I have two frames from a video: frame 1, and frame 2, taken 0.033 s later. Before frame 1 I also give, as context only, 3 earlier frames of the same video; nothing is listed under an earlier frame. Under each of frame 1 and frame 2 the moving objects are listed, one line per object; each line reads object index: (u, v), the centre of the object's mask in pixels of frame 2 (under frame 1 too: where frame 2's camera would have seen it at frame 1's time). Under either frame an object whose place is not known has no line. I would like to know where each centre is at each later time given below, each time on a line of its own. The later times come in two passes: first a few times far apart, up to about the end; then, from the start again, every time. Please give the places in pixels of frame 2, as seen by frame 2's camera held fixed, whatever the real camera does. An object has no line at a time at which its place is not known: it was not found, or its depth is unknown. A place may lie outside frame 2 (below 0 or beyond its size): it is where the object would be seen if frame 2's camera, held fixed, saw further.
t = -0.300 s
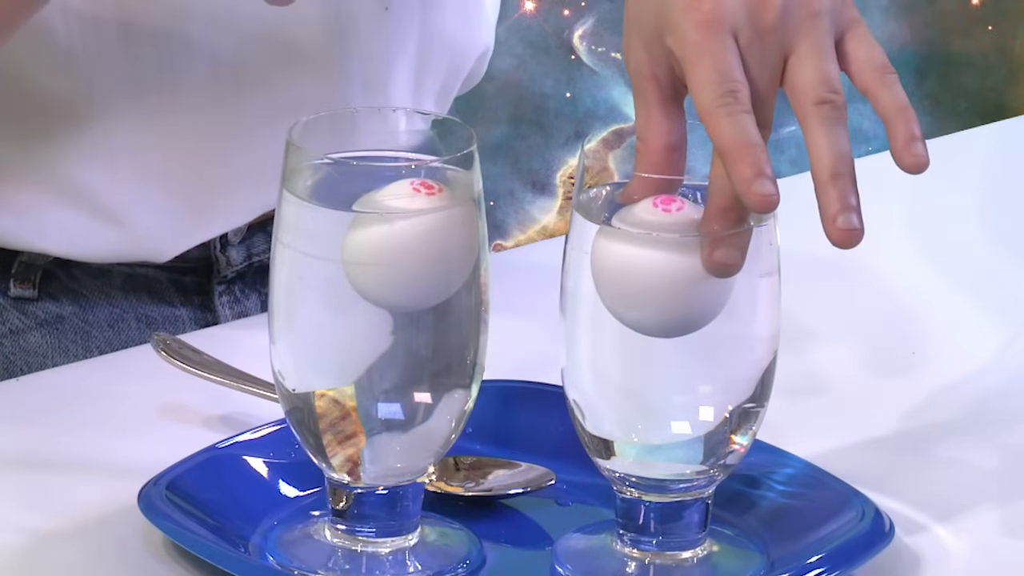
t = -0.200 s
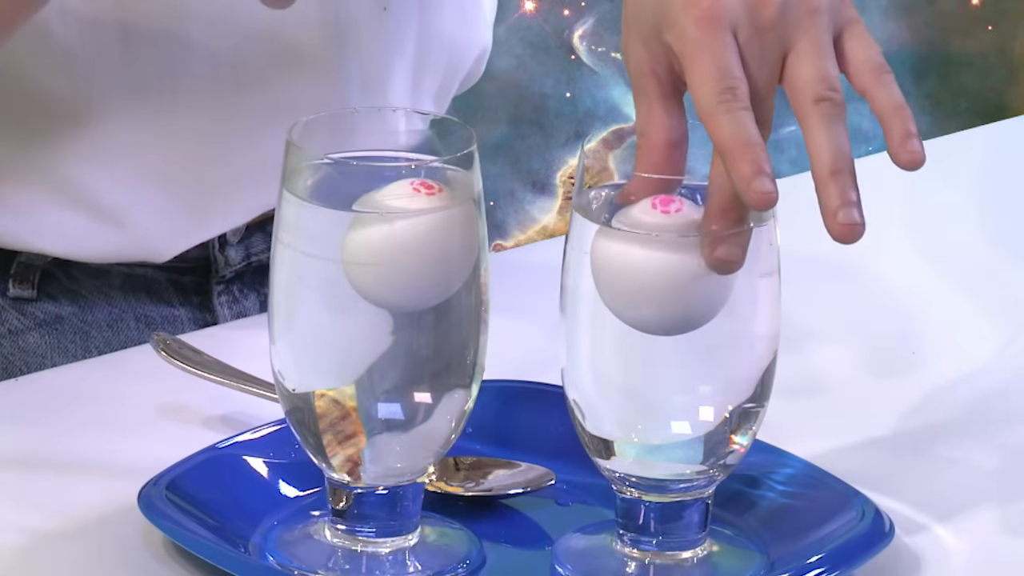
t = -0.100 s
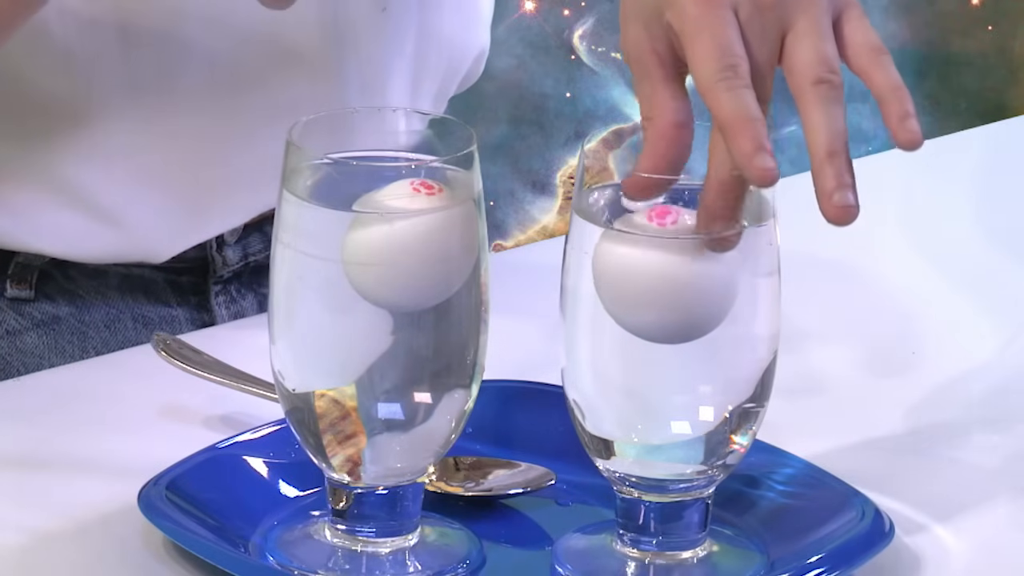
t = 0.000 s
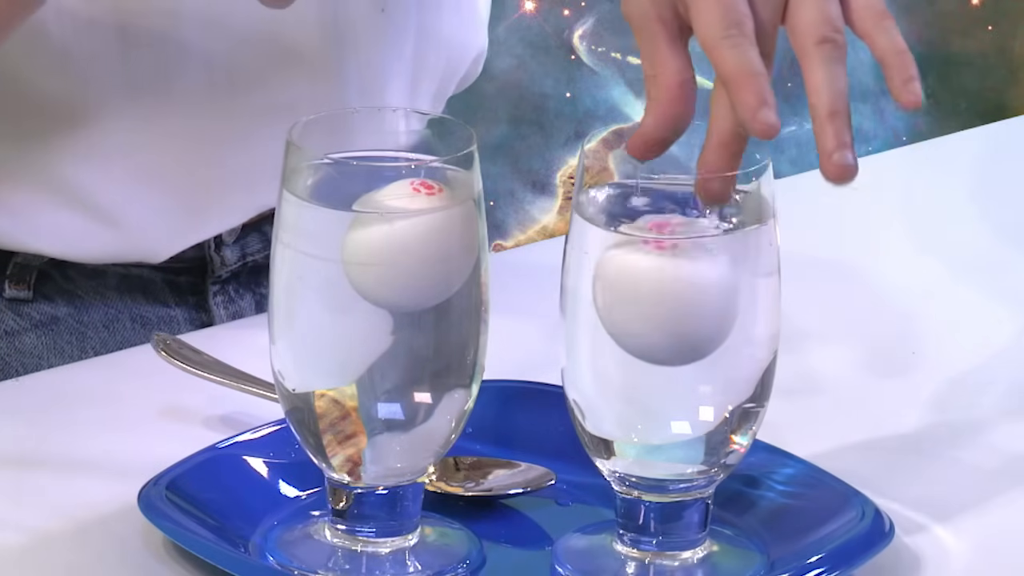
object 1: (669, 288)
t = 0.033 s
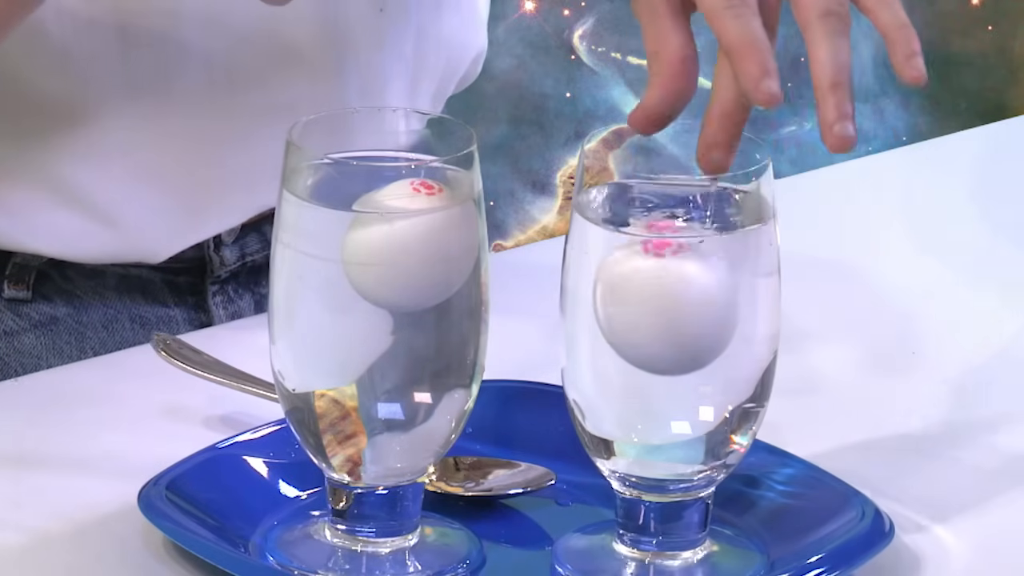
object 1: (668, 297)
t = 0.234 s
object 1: (665, 383)
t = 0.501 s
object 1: (665, 396)
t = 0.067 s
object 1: (665, 317)
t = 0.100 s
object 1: (665, 327)
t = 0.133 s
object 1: (666, 339)
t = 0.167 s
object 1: (666, 353)
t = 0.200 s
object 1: (665, 368)
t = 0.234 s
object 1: (665, 383)
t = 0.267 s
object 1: (666, 399)
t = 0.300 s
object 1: (666, 413)
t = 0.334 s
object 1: (665, 411)
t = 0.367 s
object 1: (664, 409)
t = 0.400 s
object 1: (662, 407)
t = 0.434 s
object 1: (662, 403)
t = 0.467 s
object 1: (663, 399)
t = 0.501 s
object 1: (665, 396)
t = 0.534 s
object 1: (665, 395)
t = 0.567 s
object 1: (665, 394)
